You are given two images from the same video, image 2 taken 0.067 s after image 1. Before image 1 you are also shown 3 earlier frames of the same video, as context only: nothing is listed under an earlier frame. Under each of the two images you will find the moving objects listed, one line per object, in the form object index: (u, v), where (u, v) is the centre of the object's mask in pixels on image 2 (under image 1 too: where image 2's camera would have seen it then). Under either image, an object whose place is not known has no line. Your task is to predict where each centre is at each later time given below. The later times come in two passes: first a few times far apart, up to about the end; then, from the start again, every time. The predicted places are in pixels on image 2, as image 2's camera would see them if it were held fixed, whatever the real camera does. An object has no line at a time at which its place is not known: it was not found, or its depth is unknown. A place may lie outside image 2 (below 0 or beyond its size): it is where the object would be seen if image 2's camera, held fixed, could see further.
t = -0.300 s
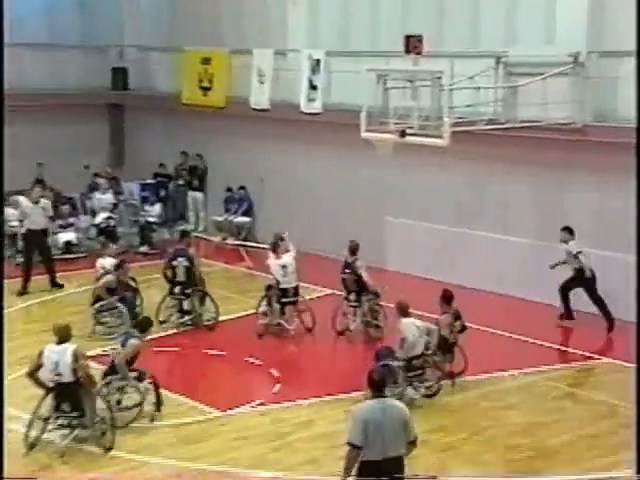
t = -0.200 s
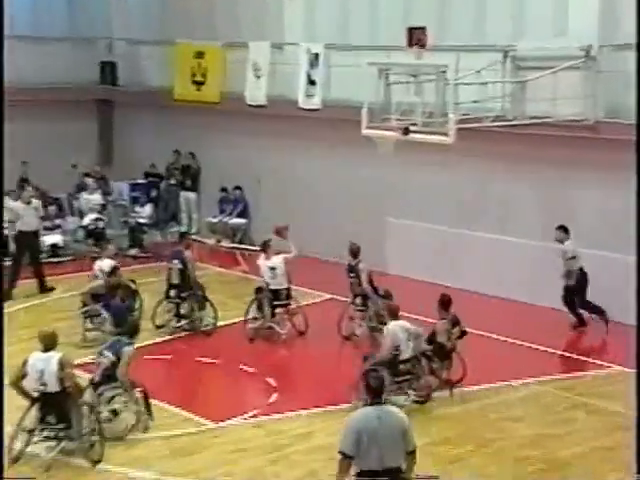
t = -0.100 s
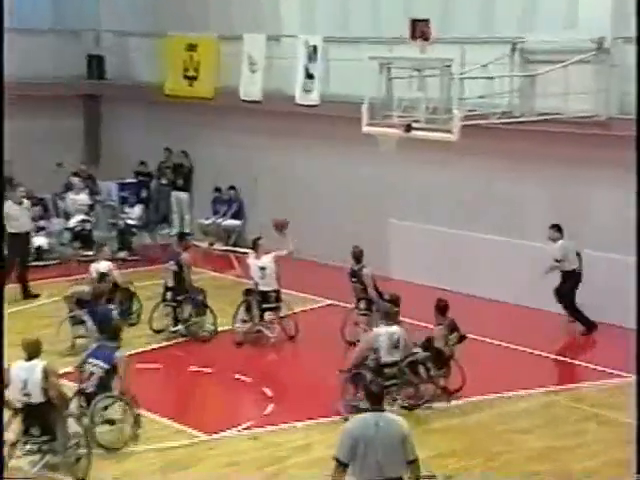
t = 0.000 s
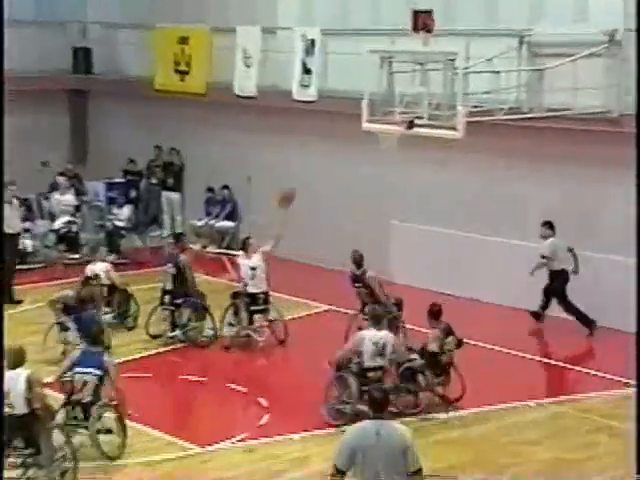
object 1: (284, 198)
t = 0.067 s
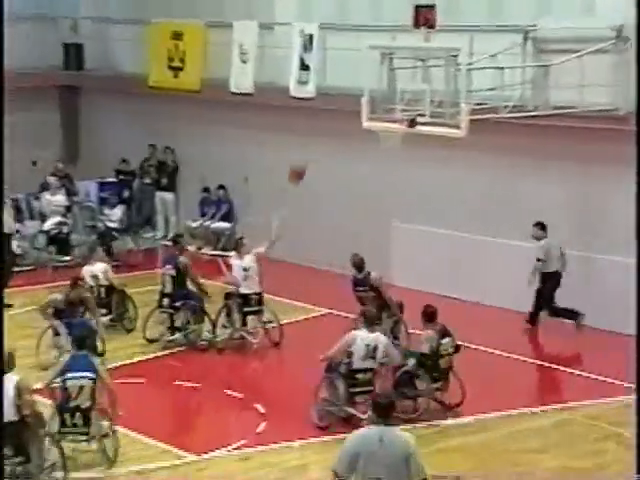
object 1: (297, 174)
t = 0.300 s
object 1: (347, 111)
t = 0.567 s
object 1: (402, 98)
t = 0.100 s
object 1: (304, 162)
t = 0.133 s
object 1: (311, 153)
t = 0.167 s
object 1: (317, 145)
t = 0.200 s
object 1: (324, 136)
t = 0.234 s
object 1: (332, 126)
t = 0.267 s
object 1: (338, 118)
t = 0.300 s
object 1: (347, 111)
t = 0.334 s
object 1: (352, 106)
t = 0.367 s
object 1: (359, 104)
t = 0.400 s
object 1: (366, 101)
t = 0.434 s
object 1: (375, 98)
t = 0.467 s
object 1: (381, 96)
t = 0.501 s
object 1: (388, 96)
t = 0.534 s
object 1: (395, 97)
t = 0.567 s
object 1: (402, 98)
